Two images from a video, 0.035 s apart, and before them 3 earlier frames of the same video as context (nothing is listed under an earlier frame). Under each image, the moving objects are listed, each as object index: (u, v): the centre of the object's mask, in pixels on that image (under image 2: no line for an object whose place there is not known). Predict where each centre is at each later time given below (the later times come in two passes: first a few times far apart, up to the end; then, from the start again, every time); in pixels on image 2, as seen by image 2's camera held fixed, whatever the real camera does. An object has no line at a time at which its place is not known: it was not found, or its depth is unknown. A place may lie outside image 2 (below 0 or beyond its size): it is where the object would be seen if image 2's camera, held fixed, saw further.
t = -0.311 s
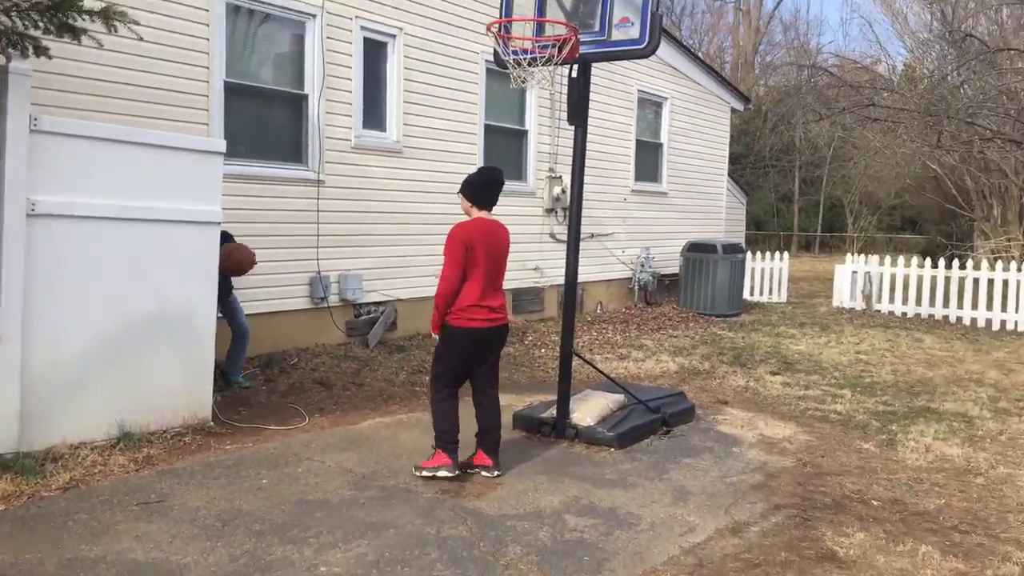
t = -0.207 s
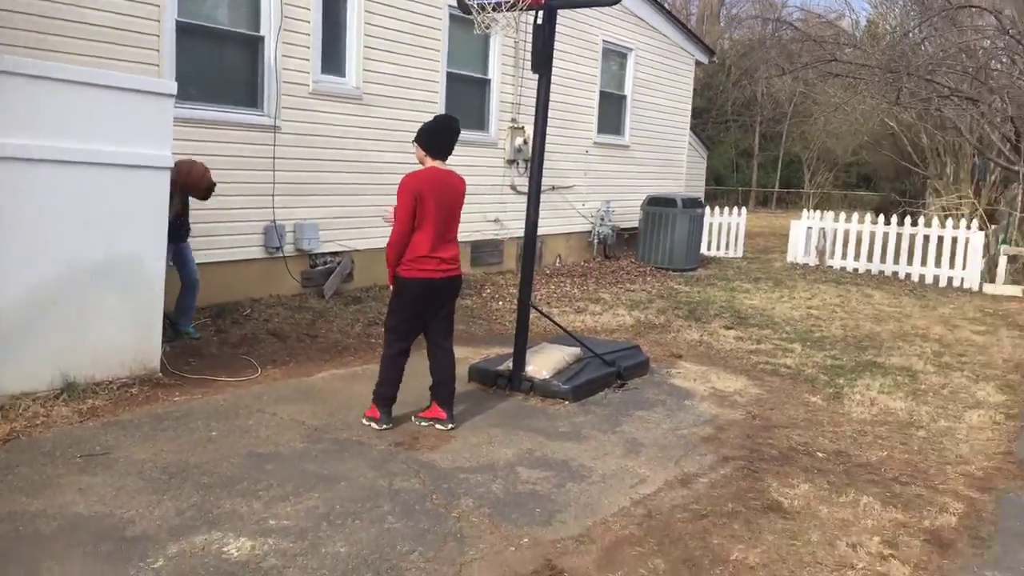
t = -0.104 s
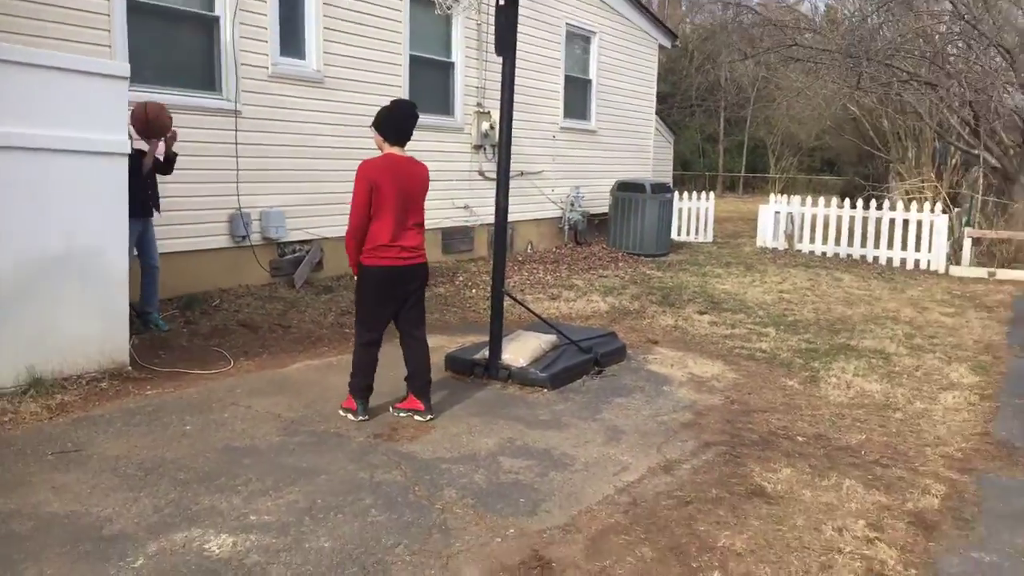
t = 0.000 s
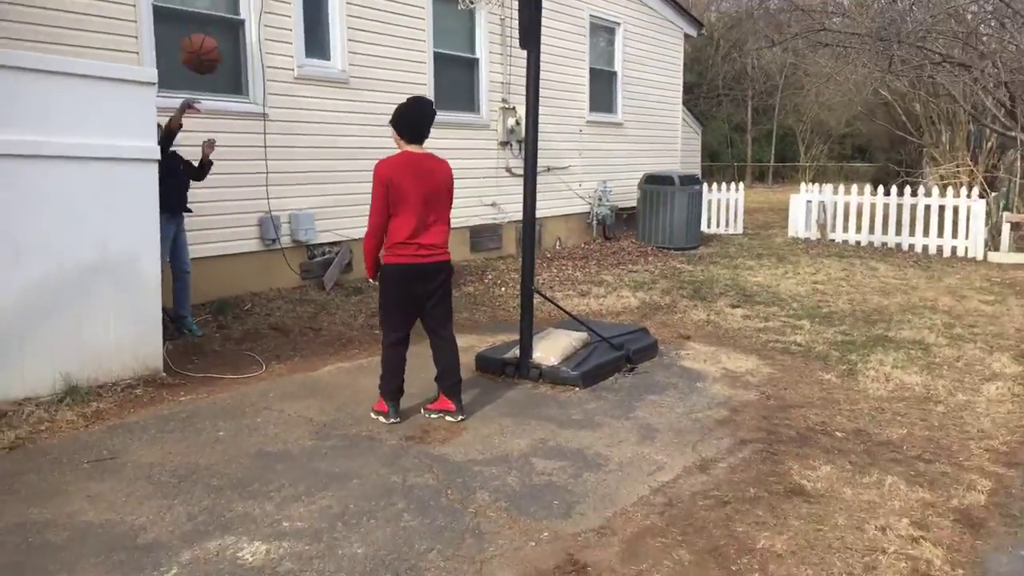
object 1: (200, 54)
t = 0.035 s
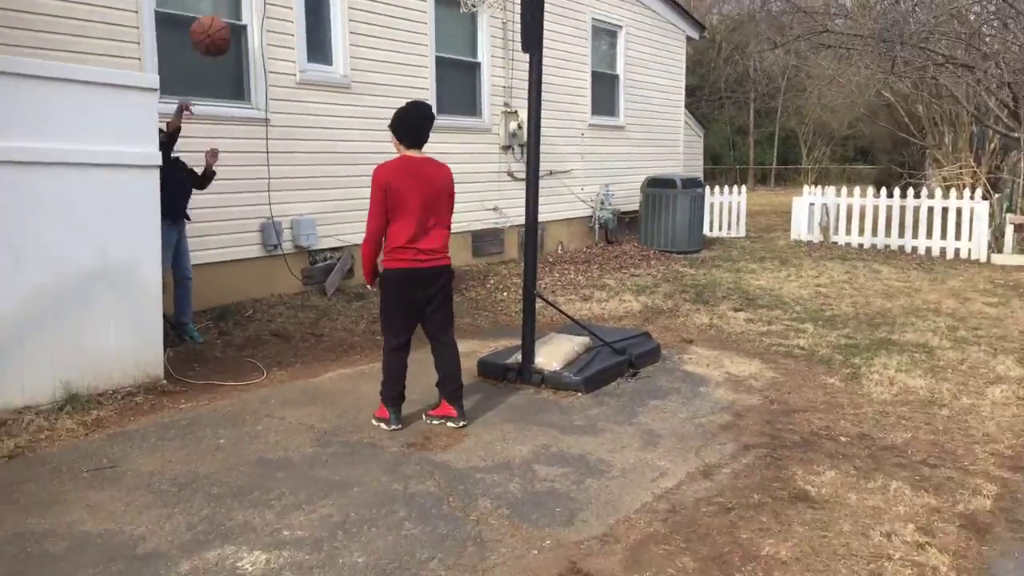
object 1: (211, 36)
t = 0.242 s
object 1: (269, -85)
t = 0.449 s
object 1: (345, -115)
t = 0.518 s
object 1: (377, -99)
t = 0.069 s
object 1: (220, 13)
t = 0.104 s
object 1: (229, -9)
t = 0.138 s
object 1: (237, -30)
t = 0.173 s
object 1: (251, -45)
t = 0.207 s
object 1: (263, -65)
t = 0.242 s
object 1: (269, -85)
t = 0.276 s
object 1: (271, -97)
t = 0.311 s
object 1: (277, -100)
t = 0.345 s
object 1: (289, -95)
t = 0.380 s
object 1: (308, -100)
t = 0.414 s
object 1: (327, -109)
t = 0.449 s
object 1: (345, -115)
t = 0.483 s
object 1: (358, -116)
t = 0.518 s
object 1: (377, -99)
